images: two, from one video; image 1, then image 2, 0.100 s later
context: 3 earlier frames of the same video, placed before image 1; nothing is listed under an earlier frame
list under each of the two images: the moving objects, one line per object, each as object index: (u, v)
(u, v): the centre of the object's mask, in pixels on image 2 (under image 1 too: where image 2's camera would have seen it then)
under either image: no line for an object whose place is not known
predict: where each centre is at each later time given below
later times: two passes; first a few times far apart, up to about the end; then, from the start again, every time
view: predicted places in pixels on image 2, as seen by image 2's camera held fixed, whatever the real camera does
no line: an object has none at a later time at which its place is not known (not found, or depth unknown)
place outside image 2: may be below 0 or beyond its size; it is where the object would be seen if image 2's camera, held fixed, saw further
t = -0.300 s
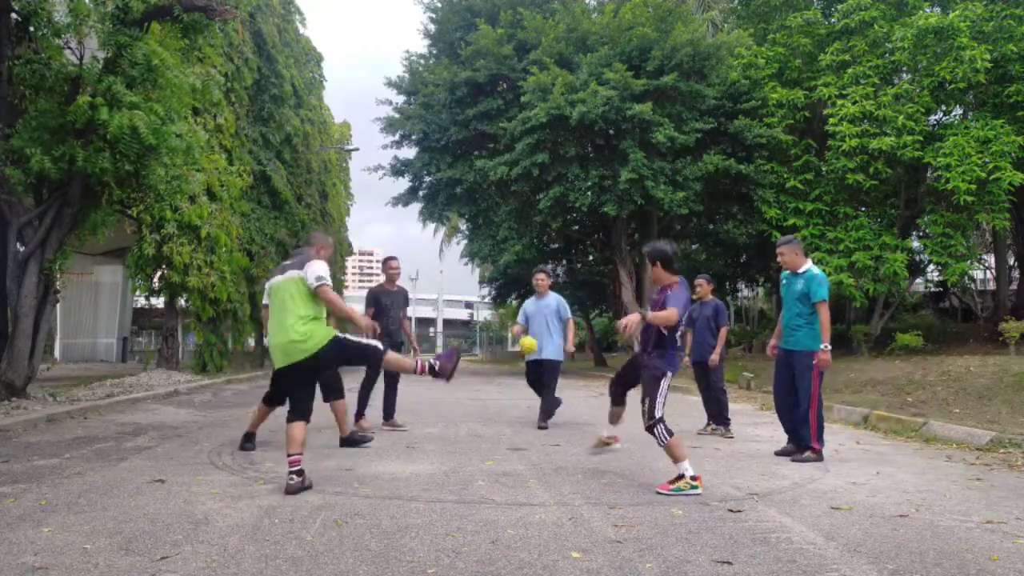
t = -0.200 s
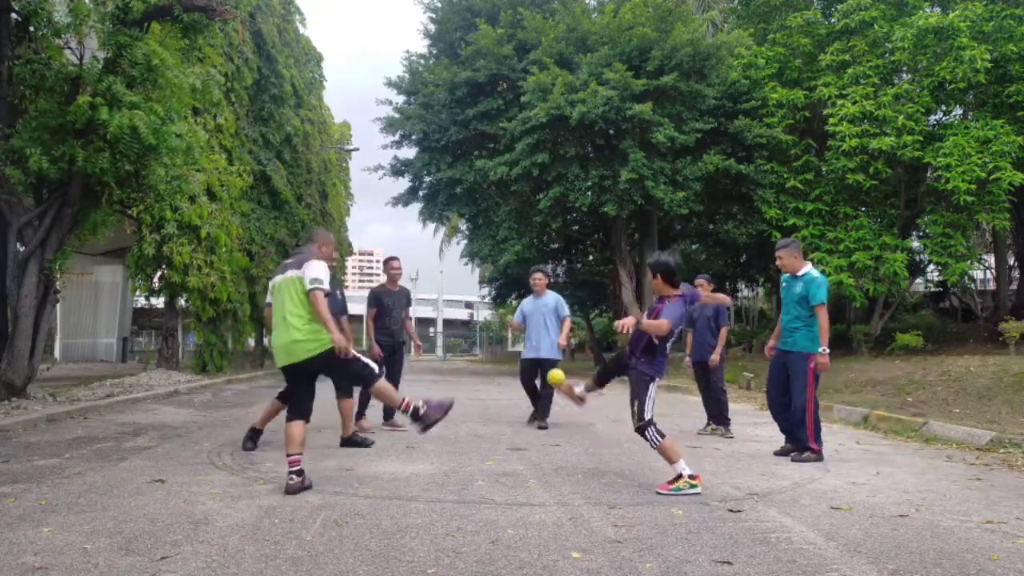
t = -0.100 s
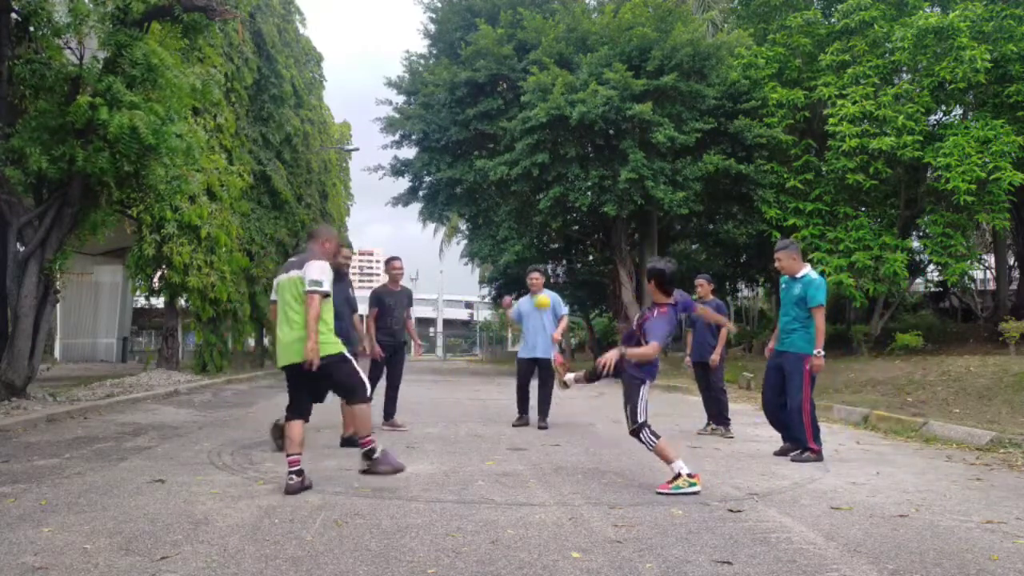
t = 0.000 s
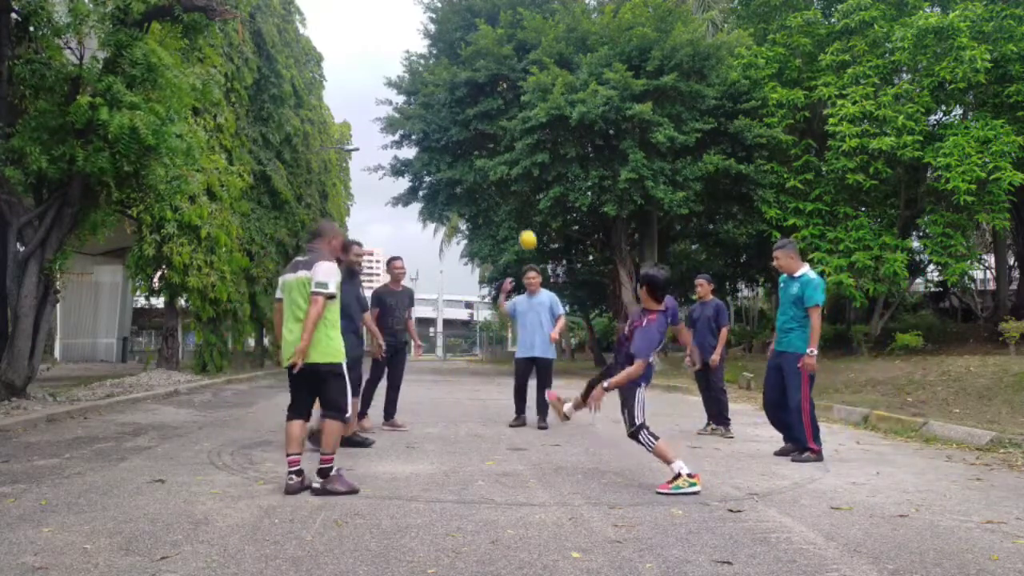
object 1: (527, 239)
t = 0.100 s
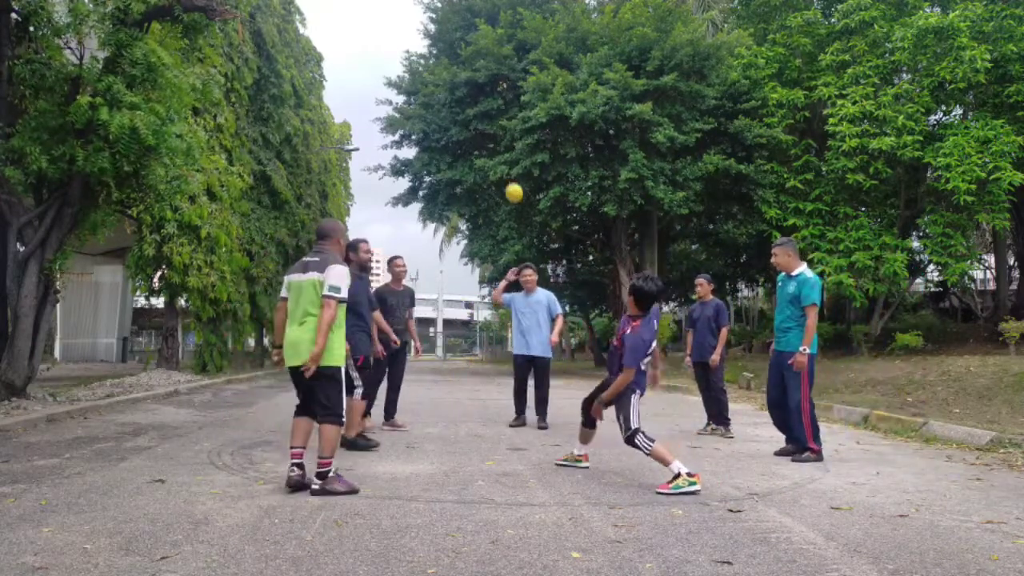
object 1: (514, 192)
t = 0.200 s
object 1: (501, 158)
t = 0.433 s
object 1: (472, 128)
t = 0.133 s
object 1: (509, 180)
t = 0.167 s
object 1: (505, 168)
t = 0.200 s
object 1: (501, 158)
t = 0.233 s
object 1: (496, 150)
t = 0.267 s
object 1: (492, 143)
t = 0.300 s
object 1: (488, 137)
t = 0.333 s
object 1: (484, 133)
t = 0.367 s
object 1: (480, 130)
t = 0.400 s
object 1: (476, 128)
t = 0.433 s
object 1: (472, 128)
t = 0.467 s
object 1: (468, 129)
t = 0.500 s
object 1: (465, 131)
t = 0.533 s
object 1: (460, 134)
